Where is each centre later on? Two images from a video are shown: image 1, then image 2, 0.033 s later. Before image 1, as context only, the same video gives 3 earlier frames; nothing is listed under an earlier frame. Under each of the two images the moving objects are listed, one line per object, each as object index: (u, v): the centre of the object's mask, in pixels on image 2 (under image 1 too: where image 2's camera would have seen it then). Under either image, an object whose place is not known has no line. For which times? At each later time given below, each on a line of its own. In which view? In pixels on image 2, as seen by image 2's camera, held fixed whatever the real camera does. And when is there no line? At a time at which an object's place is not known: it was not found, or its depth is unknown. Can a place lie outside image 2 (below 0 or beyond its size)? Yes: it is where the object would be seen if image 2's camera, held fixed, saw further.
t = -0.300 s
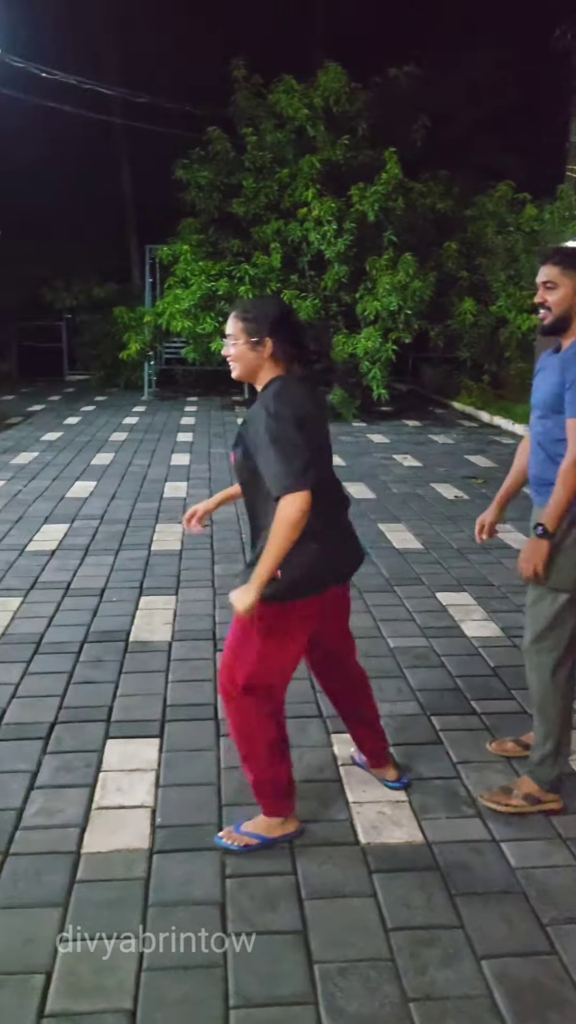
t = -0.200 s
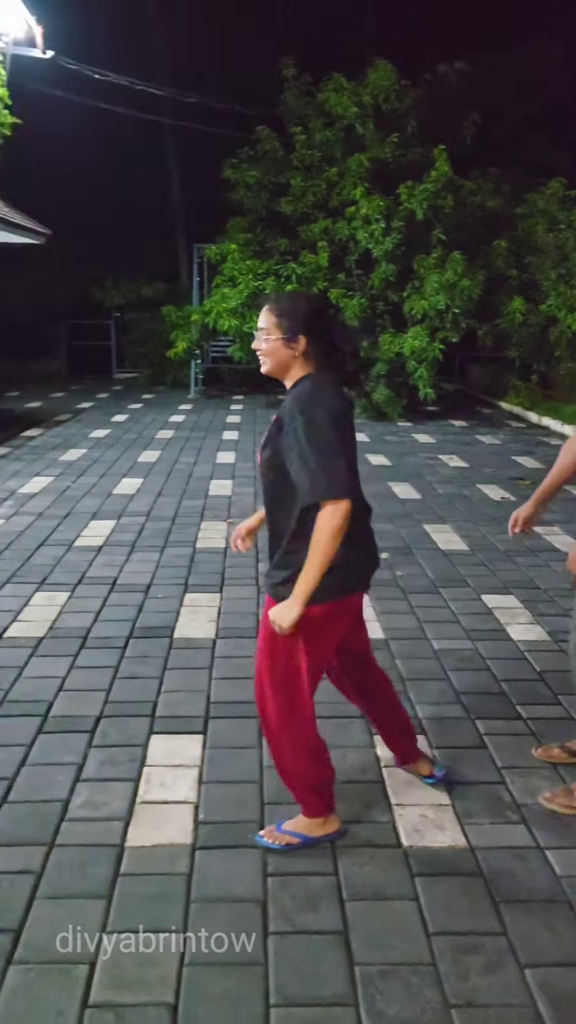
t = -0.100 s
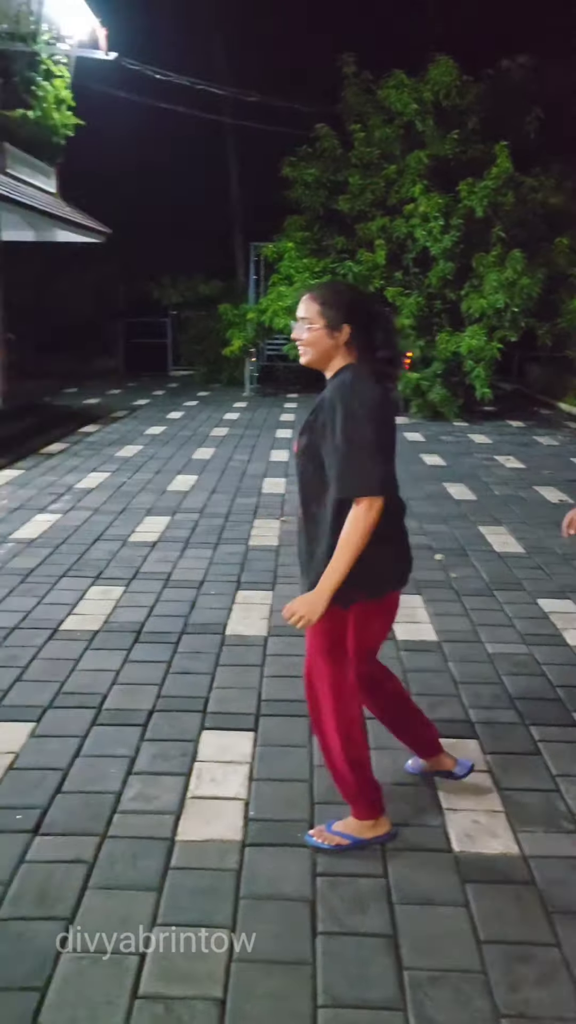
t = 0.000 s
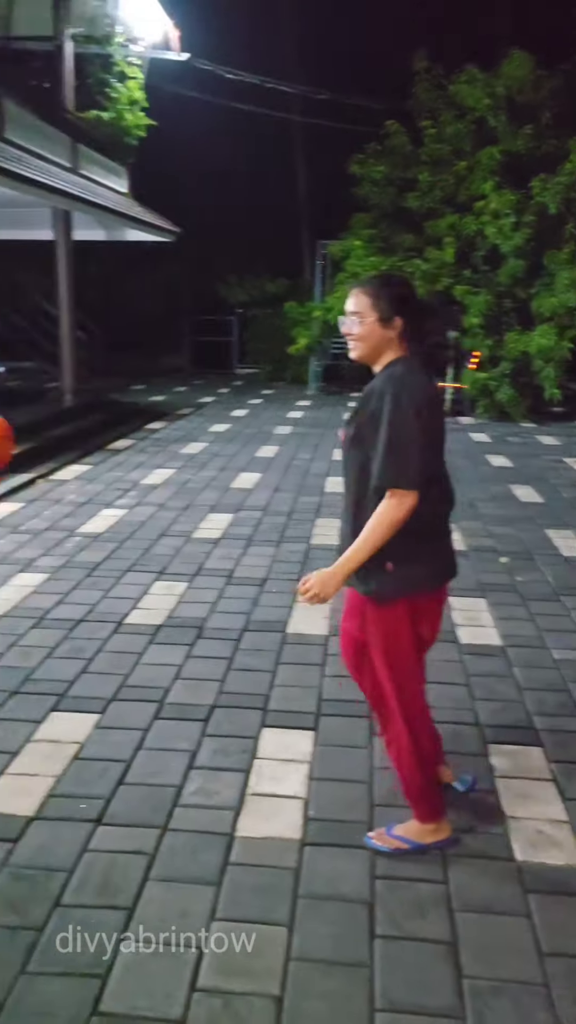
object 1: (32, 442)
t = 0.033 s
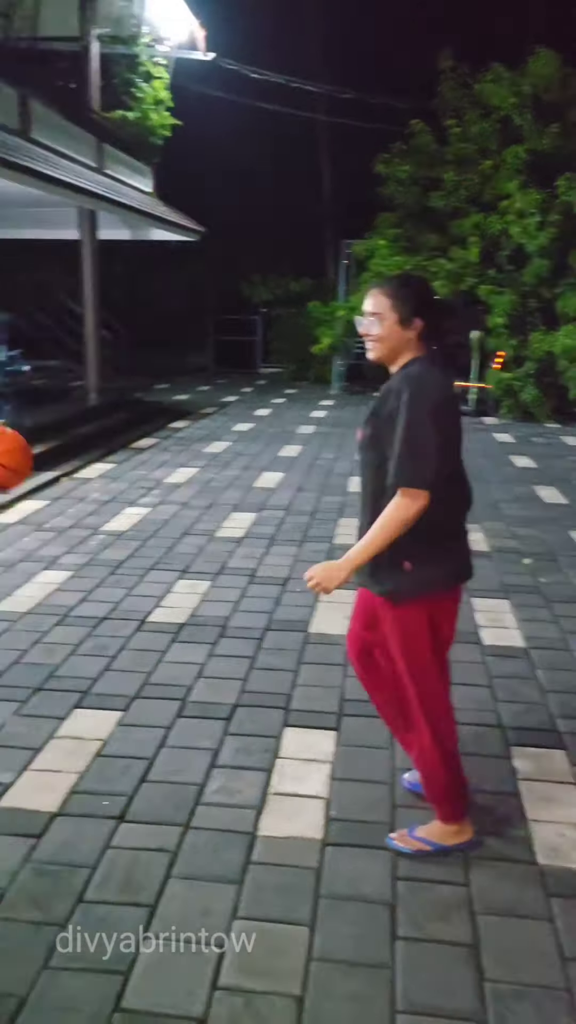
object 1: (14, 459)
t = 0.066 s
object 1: (-3, 482)
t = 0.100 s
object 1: (-17, 507)
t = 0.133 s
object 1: (-22, 533)
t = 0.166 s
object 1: (-27, 562)
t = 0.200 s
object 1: (-32, 594)
